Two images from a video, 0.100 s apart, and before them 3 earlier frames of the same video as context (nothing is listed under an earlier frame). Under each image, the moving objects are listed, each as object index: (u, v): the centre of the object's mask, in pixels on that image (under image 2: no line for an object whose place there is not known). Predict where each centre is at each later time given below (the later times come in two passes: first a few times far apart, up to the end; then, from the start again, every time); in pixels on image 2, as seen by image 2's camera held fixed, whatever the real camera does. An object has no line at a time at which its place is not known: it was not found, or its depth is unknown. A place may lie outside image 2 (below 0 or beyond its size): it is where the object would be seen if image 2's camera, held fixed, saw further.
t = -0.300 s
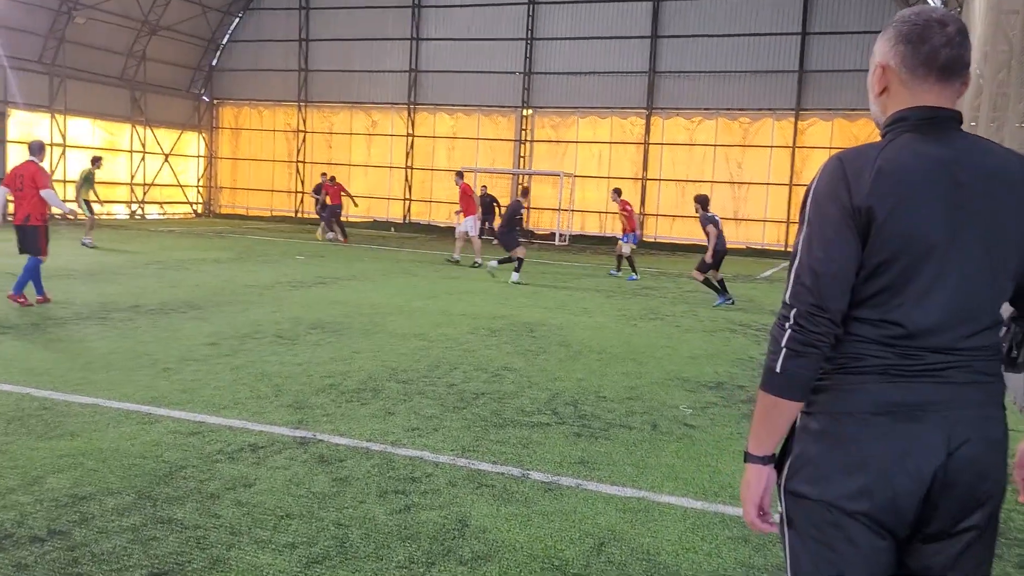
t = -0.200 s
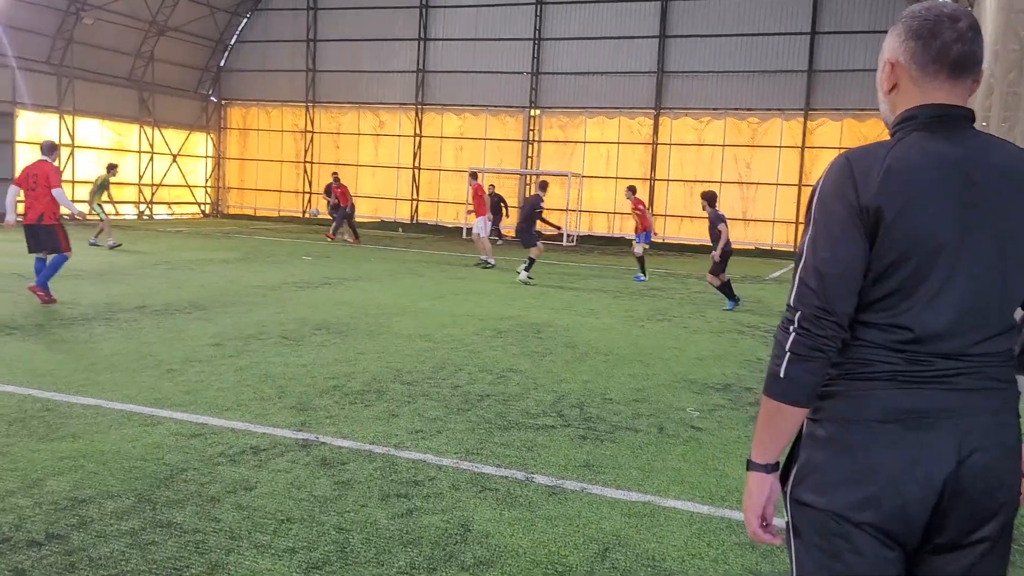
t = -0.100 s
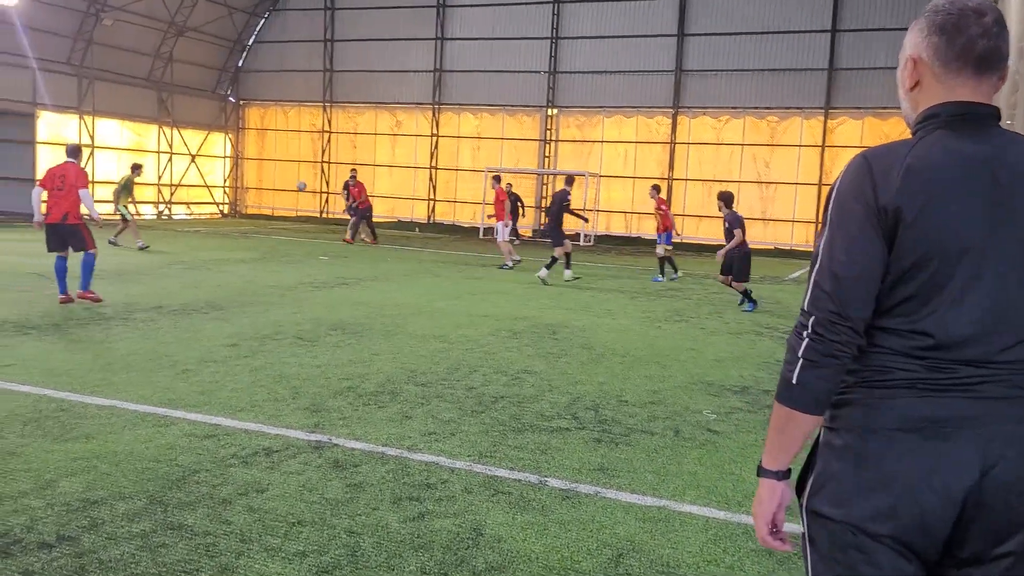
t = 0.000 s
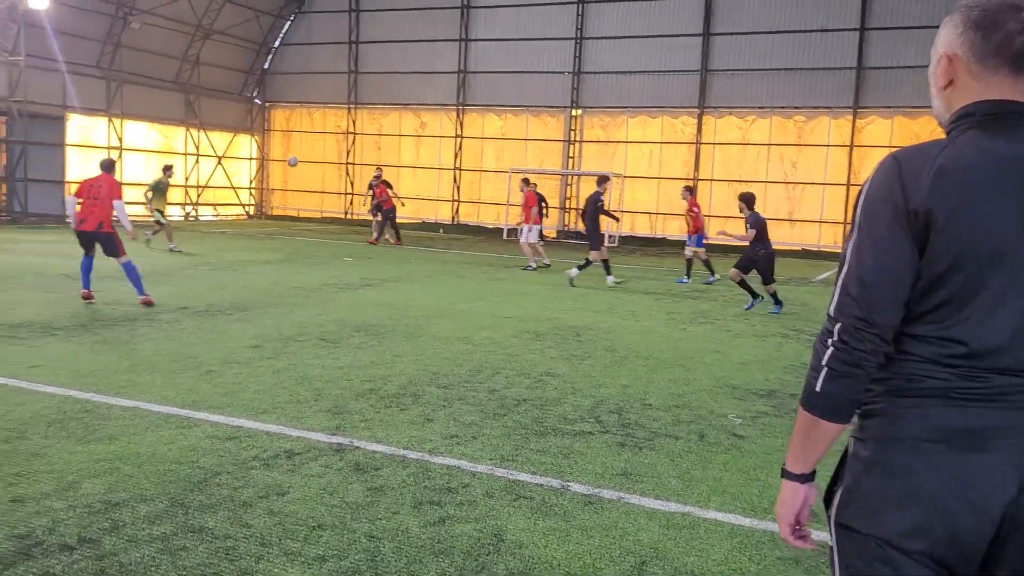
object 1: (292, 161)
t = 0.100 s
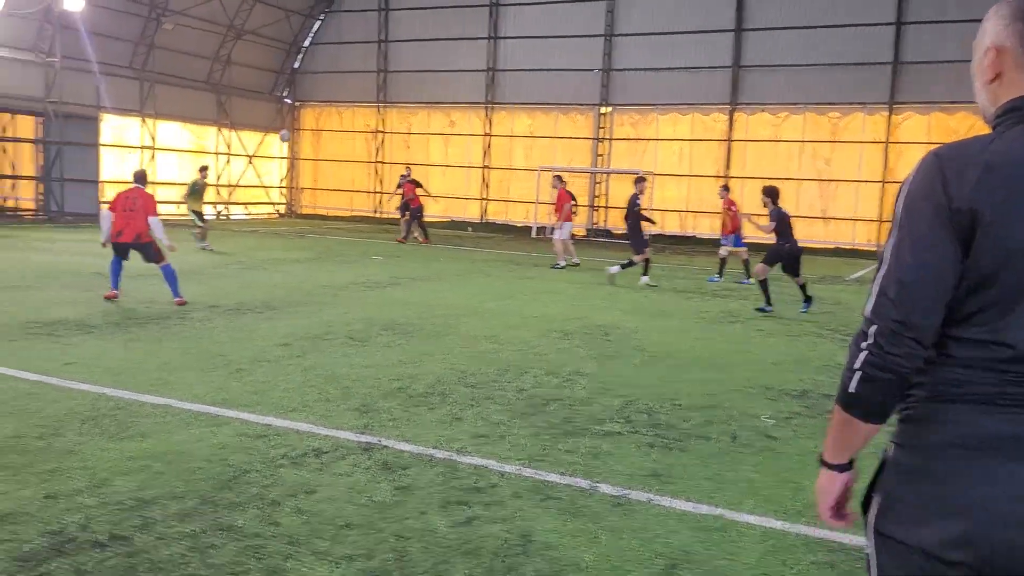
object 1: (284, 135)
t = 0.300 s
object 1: (192, 90)
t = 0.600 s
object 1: (-6, 44)
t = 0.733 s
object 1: (-140, 37)
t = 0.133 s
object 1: (271, 128)
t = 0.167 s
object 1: (257, 120)
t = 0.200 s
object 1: (241, 112)
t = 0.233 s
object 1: (225, 103)
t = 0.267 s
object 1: (209, 96)
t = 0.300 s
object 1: (192, 90)
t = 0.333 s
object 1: (175, 83)
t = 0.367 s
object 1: (156, 76)
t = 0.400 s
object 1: (136, 70)
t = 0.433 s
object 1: (115, 65)
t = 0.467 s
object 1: (92, 59)
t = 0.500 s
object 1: (68, 52)
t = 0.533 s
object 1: (45, 50)
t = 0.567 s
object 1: (19, 46)
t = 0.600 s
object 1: (-6, 44)
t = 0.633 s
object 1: (-38, 42)
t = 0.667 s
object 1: (-71, 39)
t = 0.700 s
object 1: (-104, 38)
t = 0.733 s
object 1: (-140, 37)
